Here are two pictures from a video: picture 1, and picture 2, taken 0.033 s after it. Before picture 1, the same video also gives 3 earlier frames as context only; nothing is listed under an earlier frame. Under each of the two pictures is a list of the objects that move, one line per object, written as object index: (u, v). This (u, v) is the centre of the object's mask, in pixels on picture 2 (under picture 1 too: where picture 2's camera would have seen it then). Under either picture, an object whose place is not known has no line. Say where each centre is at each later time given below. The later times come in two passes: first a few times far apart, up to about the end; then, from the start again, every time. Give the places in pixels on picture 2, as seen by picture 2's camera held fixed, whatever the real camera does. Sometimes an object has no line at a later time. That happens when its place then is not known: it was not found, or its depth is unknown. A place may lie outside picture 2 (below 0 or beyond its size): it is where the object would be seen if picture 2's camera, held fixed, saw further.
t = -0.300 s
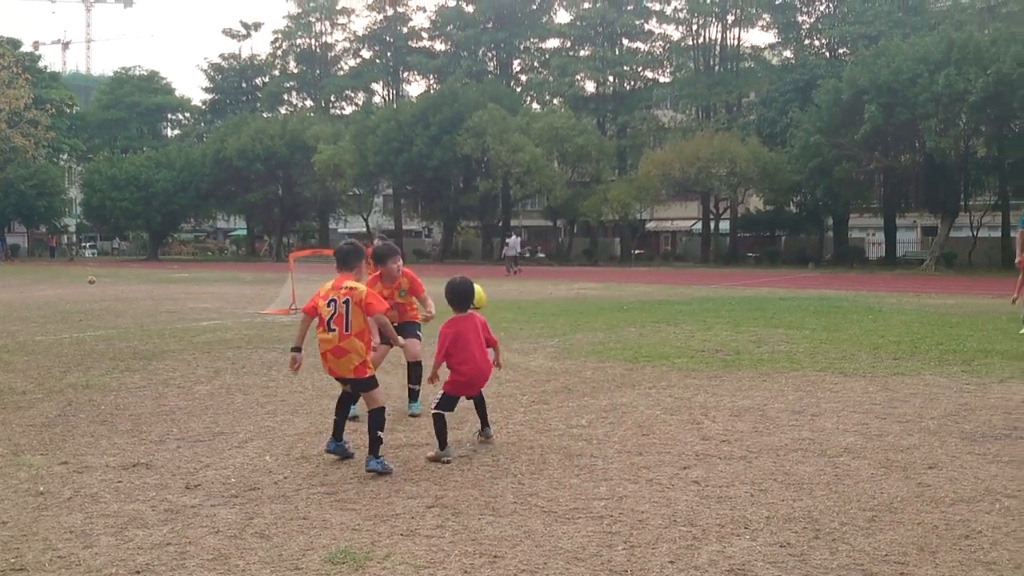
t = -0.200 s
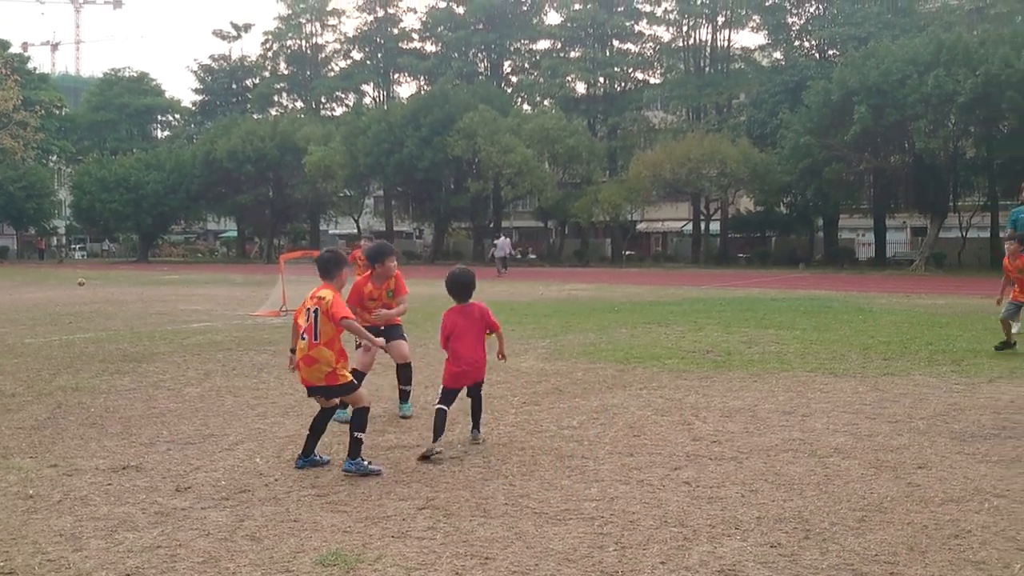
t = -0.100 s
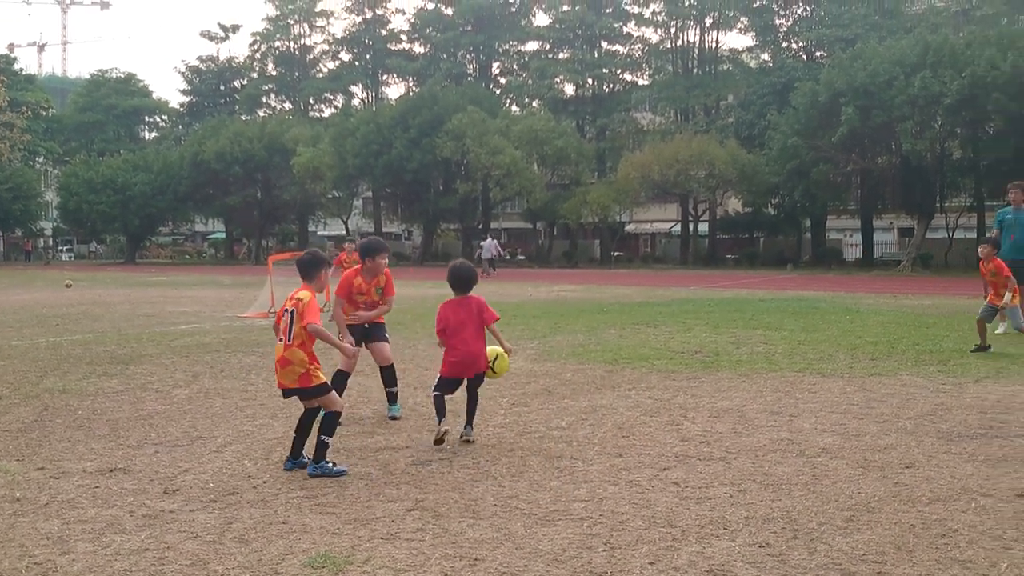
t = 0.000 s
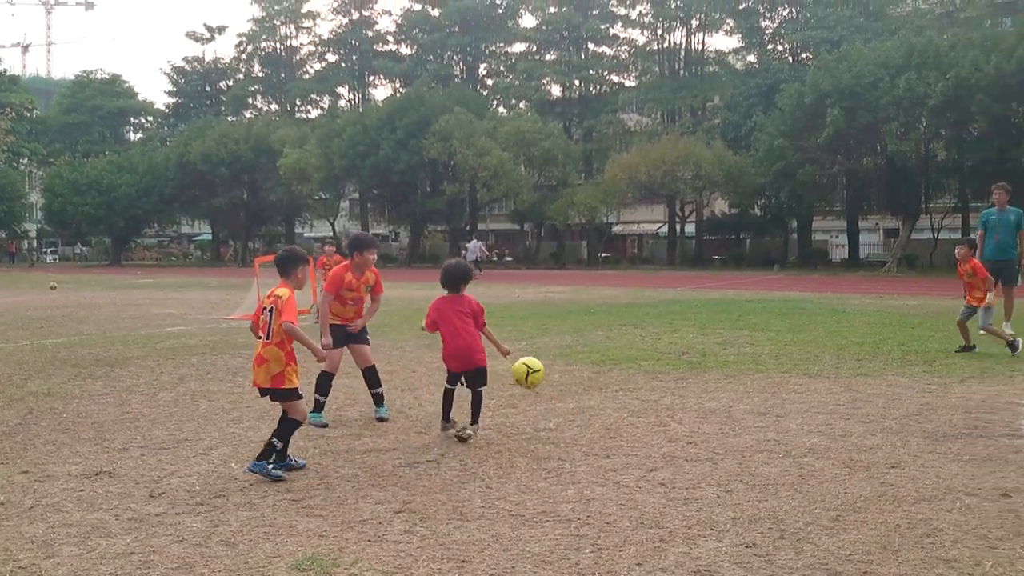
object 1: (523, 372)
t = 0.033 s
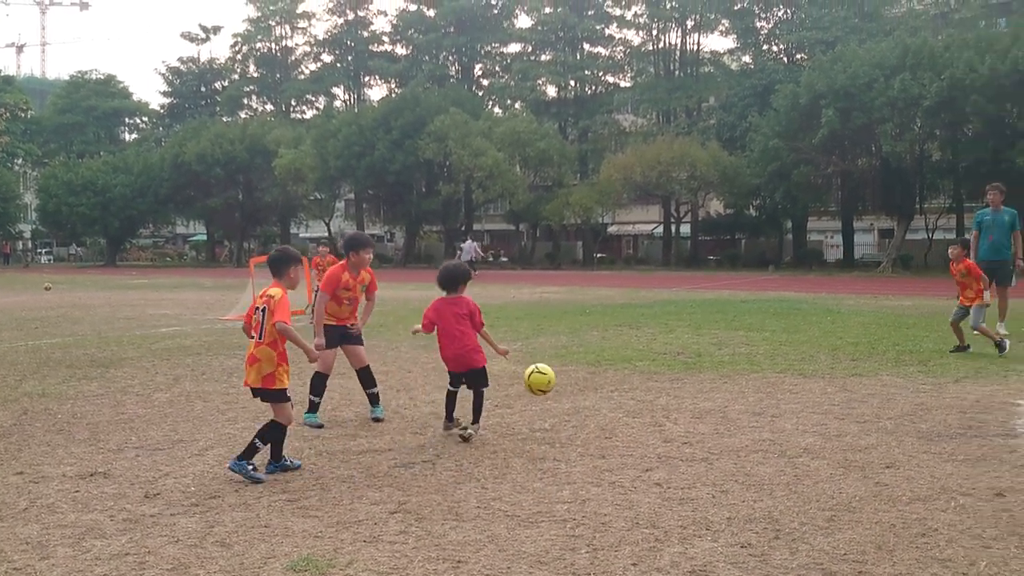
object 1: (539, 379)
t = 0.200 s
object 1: (604, 394)
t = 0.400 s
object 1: (655, 361)
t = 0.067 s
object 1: (555, 387)
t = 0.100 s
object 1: (569, 396)
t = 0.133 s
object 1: (584, 407)
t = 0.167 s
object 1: (595, 405)
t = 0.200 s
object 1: (604, 394)
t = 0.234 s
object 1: (613, 384)
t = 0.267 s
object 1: (622, 376)
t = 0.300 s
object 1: (631, 370)
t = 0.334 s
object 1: (640, 365)
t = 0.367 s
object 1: (649, 363)
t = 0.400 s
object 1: (655, 361)
